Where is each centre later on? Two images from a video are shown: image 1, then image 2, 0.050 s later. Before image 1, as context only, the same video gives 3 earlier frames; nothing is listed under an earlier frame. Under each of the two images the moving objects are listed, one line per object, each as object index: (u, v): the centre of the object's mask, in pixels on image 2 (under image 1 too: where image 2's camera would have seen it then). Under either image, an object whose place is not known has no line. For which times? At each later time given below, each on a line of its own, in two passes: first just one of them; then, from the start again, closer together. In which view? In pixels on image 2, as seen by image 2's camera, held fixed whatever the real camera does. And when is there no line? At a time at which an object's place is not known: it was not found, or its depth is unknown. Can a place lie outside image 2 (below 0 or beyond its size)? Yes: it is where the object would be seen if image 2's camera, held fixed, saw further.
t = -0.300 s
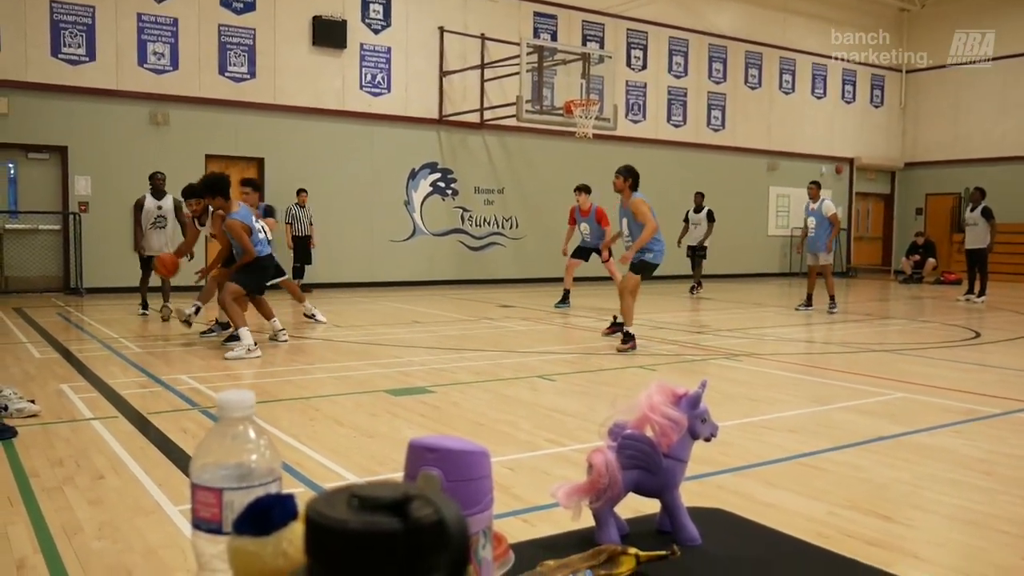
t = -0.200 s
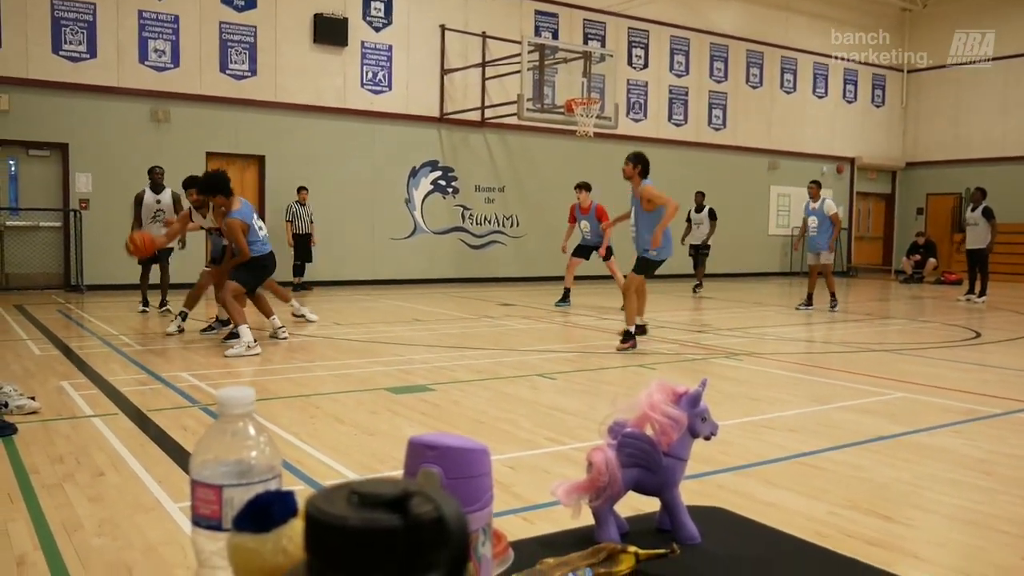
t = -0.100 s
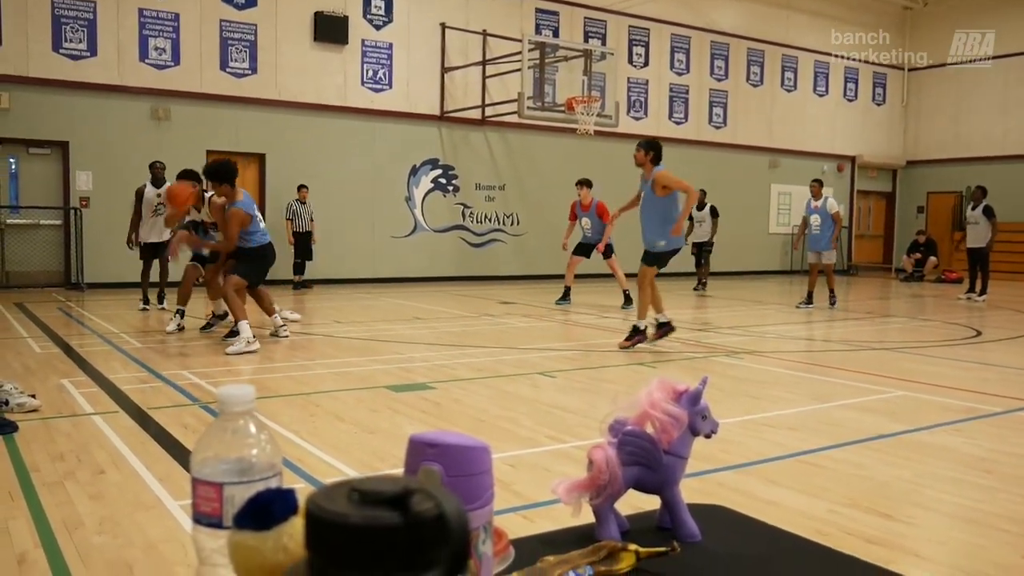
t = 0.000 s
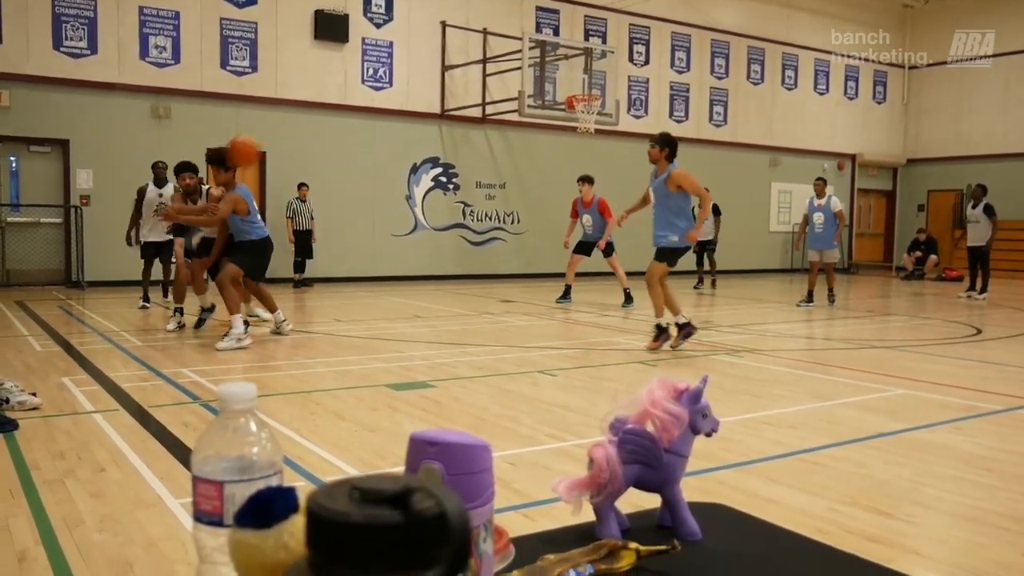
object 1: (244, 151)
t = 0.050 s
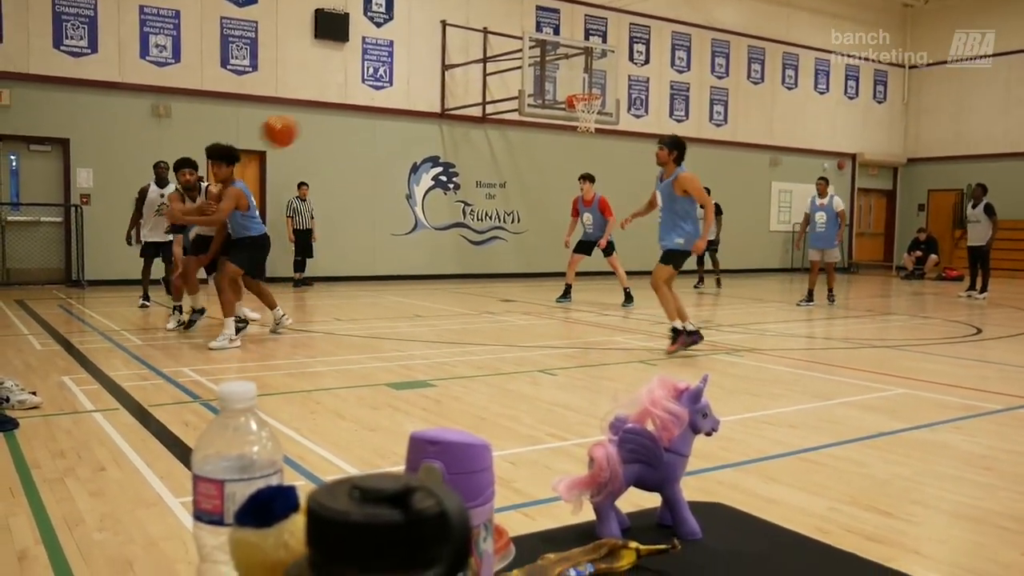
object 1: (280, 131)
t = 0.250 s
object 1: (453, 79)
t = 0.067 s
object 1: (293, 125)
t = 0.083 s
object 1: (305, 118)
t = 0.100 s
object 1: (318, 113)
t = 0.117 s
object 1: (332, 108)
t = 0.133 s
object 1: (344, 103)
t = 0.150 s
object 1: (359, 99)
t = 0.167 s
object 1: (374, 95)
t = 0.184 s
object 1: (389, 91)
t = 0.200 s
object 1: (404, 86)
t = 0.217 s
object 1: (420, 84)
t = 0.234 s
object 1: (437, 80)
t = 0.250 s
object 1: (453, 79)
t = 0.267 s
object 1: (470, 76)
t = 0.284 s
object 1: (486, 74)
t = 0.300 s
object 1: (503, 72)
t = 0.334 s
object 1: (543, 71)
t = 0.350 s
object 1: (562, 71)
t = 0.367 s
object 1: (584, 71)
